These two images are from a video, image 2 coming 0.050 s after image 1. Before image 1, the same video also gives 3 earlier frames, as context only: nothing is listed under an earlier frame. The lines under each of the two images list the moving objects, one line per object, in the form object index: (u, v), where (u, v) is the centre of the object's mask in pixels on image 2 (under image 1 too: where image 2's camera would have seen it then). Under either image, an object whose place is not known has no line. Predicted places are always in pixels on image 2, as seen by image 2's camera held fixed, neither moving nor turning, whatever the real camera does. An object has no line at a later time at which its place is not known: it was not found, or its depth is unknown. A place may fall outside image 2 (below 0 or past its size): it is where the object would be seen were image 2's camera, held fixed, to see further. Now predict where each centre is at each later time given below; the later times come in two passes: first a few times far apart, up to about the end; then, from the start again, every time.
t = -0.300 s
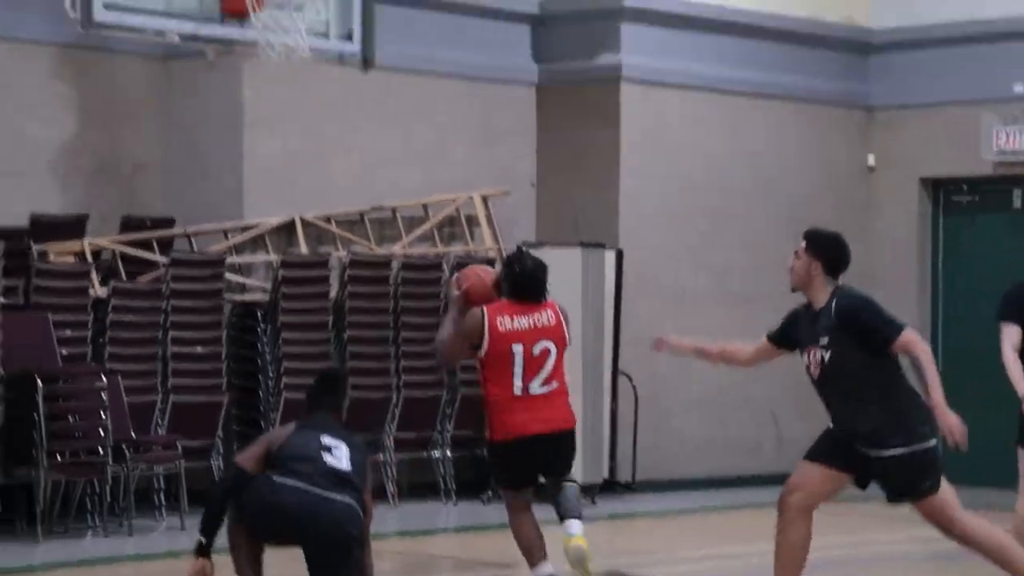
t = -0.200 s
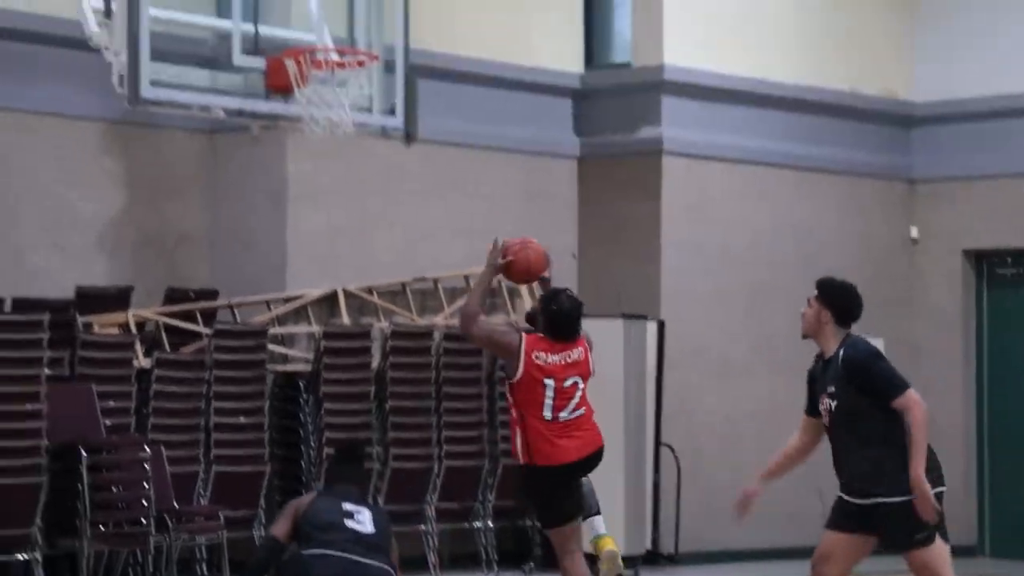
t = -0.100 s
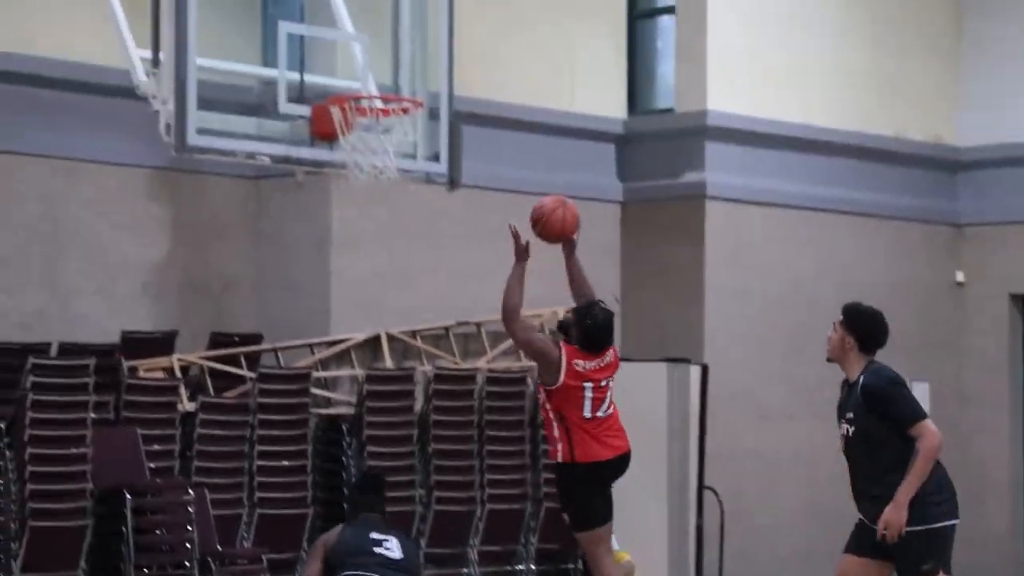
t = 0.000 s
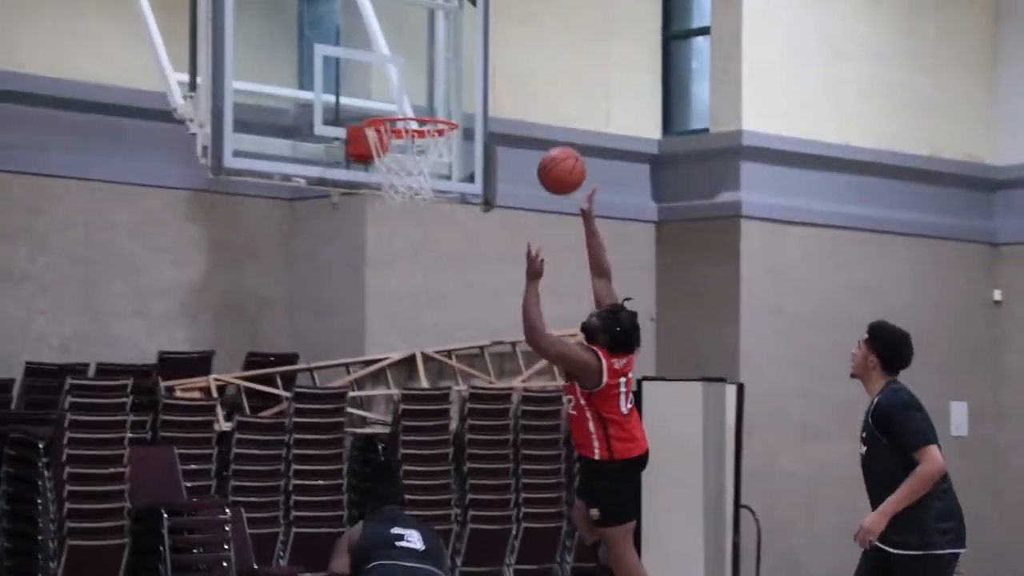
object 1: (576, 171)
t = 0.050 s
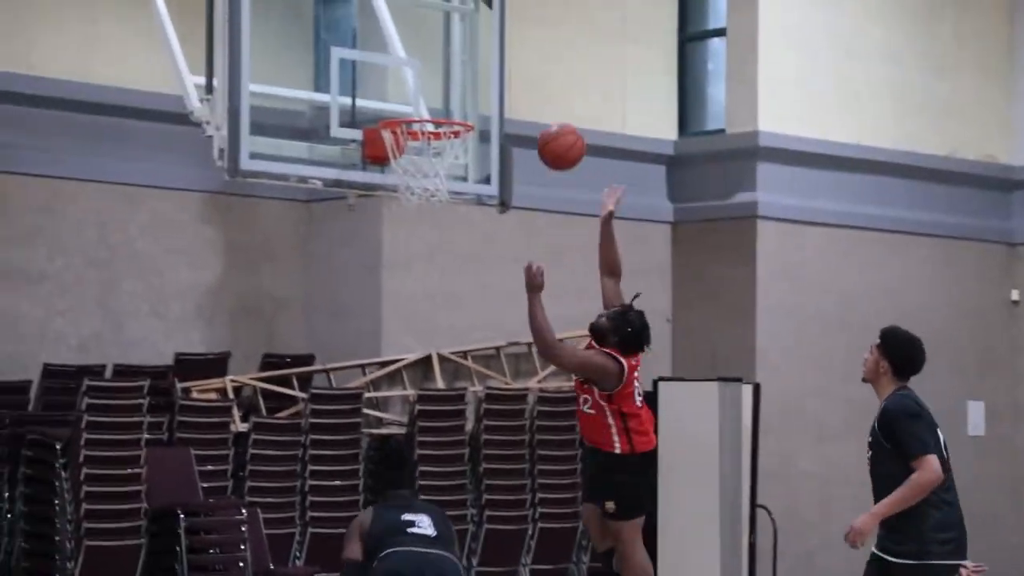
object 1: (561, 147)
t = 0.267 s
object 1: (494, 91)
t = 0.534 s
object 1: (412, 145)
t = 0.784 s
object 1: (401, 206)
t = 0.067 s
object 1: (556, 139)
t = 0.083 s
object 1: (551, 132)
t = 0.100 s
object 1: (545, 126)
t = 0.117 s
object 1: (540, 119)
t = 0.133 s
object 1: (535, 114)
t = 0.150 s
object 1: (530, 109)
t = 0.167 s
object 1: (525, 105)
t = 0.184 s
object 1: (520, 102)
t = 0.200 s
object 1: (514, 97)
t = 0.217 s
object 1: (509, 95)
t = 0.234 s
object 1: (504, 93)
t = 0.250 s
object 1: (499, 92)
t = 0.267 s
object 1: (494, 91)
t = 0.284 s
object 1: (489, 90)
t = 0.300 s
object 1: (483, 90)
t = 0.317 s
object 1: (478, 91)
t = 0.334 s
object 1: (472, 92)
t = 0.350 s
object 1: (467, 93)
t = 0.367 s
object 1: (463, 95)
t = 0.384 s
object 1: (458, 98)
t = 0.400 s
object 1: (452, 100)
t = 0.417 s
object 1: (447, 102)
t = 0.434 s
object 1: (442, 105)
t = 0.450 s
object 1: (436, 106)
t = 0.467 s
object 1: (431, 109)
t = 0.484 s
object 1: (426, 124)
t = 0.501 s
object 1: (424, 131)
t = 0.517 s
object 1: (422, 140)
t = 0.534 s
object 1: (412, 145)
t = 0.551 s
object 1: (405, 150)
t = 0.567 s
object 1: (401, 157)
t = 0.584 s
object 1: (397, 162)
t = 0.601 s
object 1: (395, 166)
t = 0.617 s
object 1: (395, 169)
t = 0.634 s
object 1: (399, 185)
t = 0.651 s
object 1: (398, 185)
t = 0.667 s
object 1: (399, 184)
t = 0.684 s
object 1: (398, 186)
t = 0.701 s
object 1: (399, 188)
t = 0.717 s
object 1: (399, 190)
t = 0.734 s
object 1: (399, 193)
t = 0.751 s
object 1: (400, 196)
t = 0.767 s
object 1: (400, 201)
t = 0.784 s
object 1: (401, 206)
